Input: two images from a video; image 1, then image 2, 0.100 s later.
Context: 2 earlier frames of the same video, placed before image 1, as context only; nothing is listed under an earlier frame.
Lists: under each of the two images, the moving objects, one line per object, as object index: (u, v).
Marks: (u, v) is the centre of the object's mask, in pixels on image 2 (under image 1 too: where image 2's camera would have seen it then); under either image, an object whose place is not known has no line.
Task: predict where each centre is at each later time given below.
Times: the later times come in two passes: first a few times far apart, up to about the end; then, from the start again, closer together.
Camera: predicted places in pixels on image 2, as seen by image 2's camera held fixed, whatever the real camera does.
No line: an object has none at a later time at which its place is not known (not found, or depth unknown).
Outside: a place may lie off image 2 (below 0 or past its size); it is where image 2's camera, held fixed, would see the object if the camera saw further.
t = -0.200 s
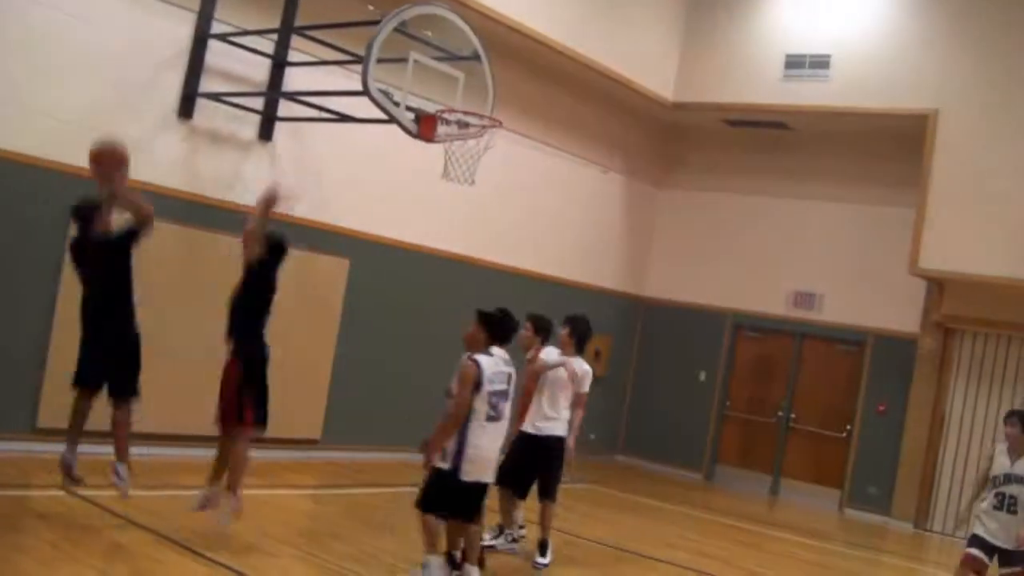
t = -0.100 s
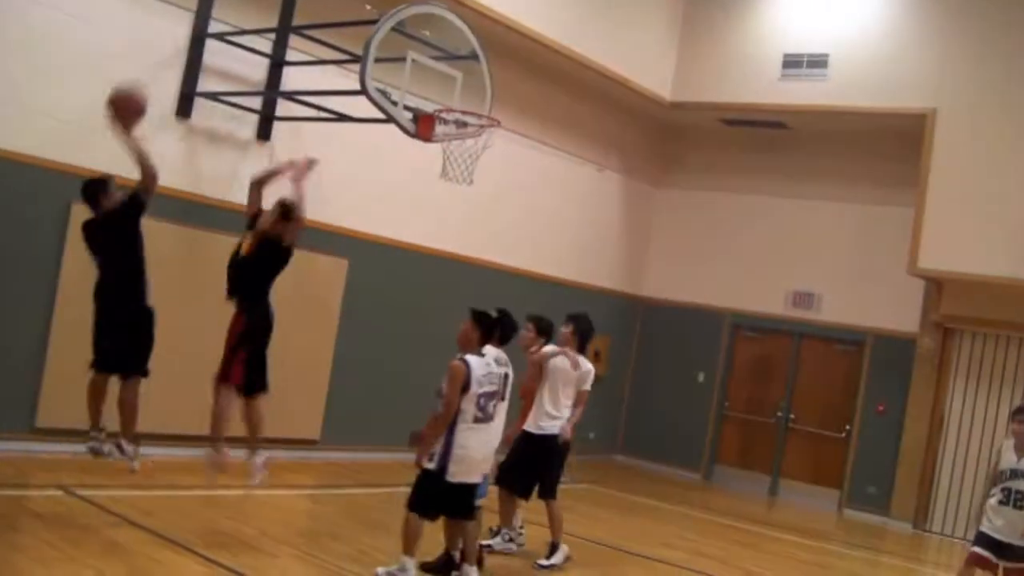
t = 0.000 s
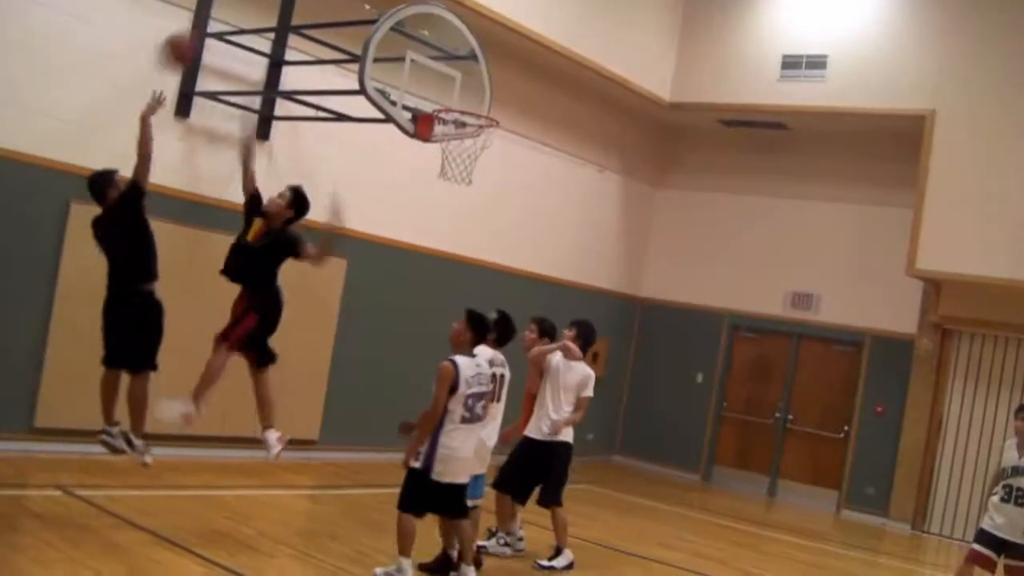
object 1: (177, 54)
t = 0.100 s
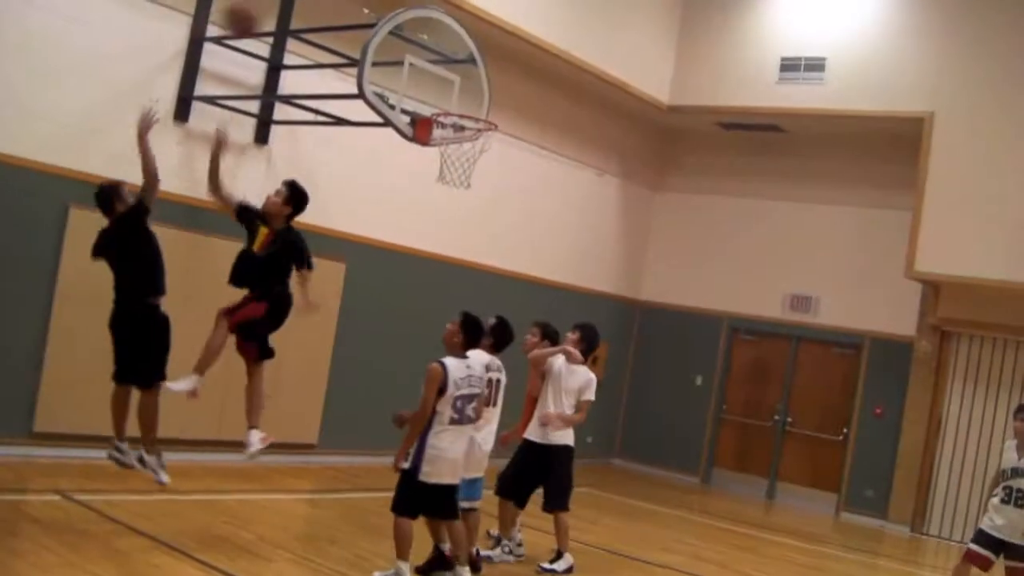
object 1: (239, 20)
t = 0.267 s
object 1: (330, 5)
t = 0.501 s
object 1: (425, 26)
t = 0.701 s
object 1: (489, 109)
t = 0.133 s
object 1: (260, 12)
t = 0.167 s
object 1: (277, 7)
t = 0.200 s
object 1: (296, 6)
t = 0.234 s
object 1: (314, 6)
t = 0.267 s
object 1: (330, 5)
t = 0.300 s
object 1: (344, 5)
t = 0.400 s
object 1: (388, 9)
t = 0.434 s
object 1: (400, 11)
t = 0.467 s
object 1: (414, 20)
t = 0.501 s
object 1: (425, 26)
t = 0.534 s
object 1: (438, 37)
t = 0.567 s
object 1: (449, 50)
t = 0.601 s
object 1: (460, 62)
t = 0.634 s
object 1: (470, 77)
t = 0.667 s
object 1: (481, 92)
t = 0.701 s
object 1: (489, 109)
